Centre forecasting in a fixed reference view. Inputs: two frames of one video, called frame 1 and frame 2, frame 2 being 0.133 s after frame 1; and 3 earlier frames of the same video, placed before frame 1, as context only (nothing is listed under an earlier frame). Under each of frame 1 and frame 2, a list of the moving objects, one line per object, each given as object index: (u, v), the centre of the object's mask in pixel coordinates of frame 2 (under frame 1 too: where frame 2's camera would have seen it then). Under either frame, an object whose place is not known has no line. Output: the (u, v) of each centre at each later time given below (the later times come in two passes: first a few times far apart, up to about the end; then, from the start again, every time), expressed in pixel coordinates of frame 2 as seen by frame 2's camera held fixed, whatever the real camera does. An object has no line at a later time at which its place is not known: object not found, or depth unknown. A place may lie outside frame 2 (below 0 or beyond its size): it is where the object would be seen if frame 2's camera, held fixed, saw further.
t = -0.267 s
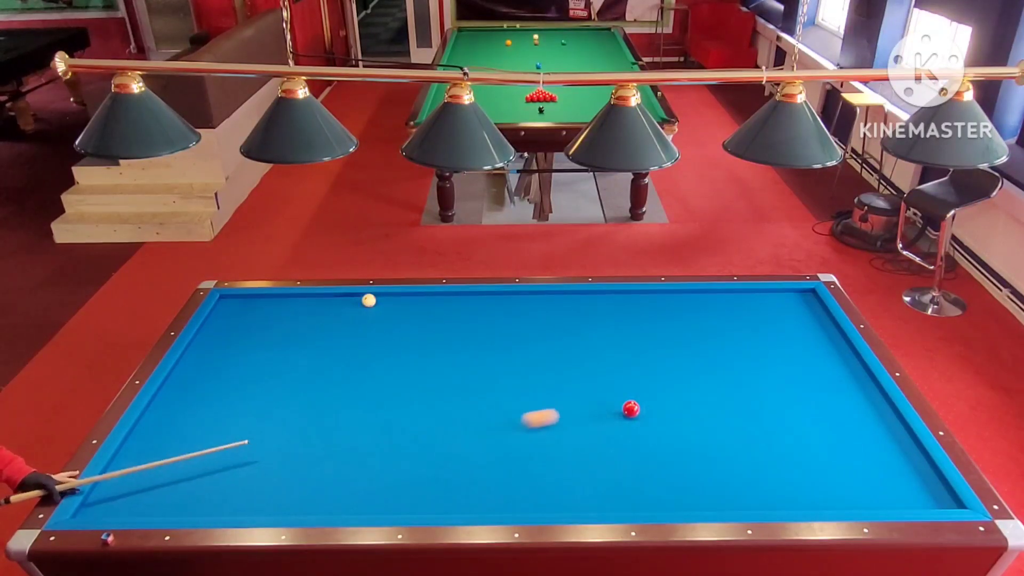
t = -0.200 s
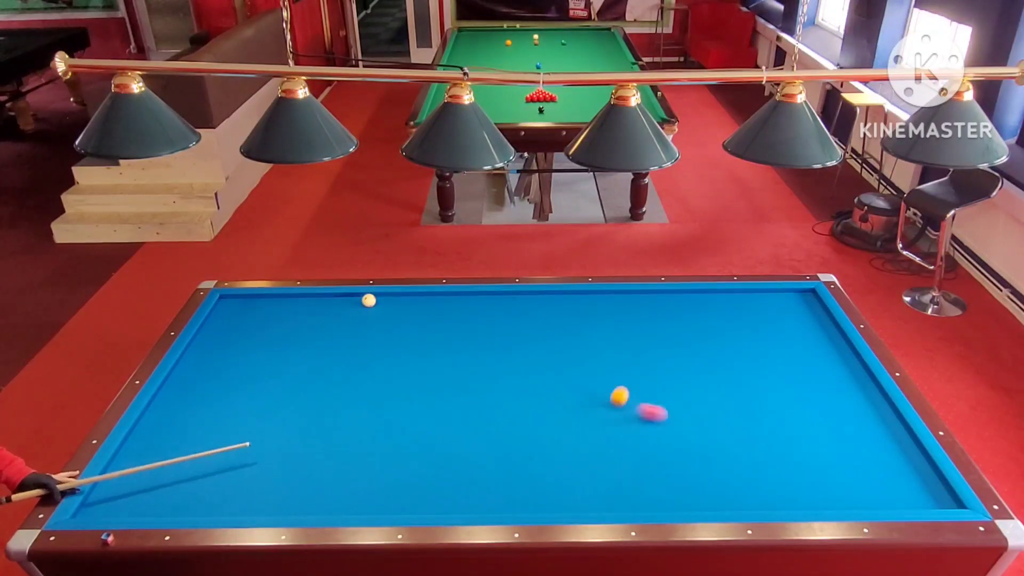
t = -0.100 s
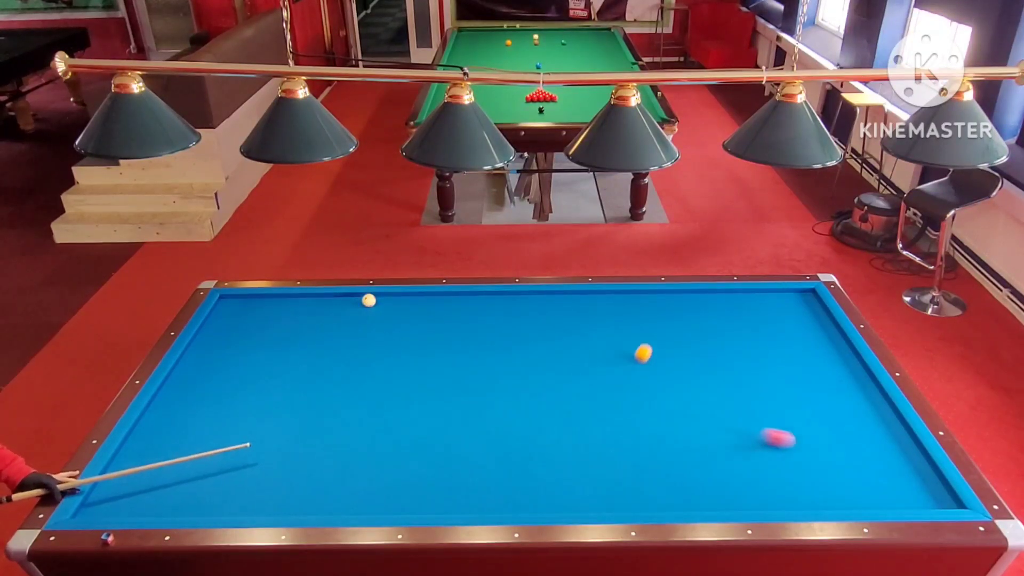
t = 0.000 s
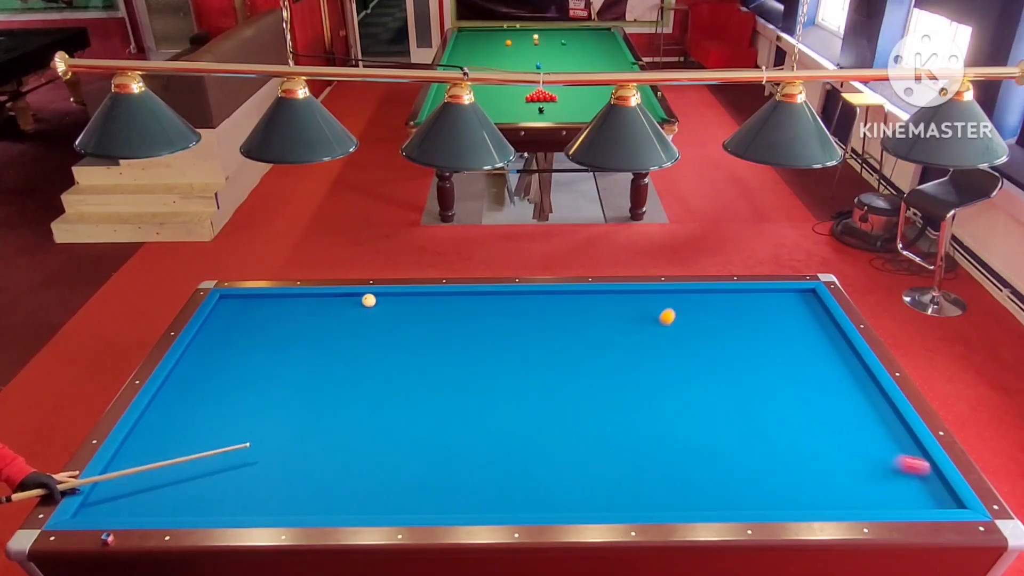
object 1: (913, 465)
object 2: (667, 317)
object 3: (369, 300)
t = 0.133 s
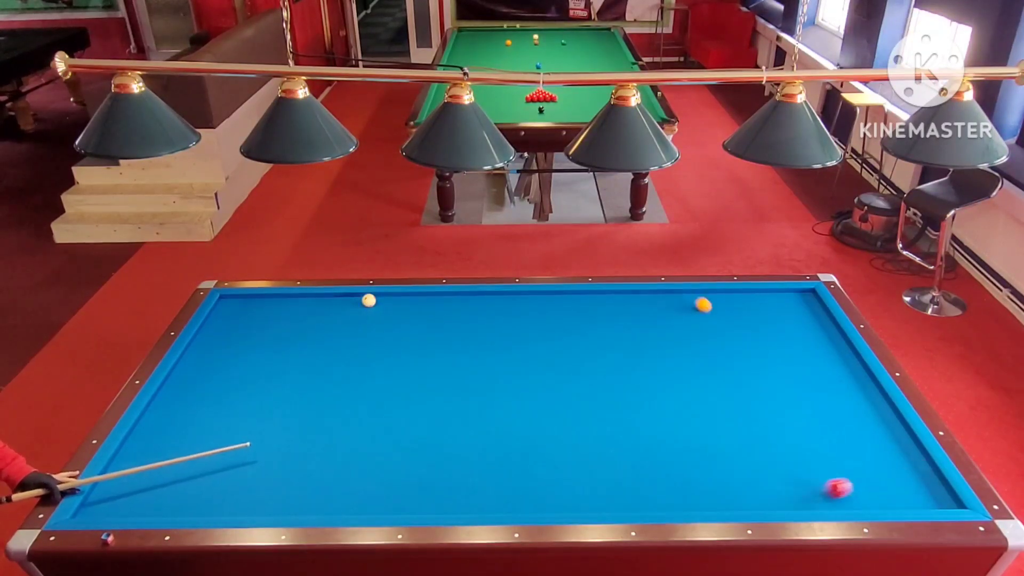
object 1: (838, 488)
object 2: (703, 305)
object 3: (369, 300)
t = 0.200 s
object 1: (783, 498)
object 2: (725, 322)
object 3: (369, 300)
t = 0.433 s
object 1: (605, 488)
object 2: (823, 382)
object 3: (369, 300)
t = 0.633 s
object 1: (482, 474)
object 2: (888, 433)
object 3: (369, 300)
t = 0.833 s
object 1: (367, 460)
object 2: (860, 482)
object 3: (369, 300)
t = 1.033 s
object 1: (259, 448)
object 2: (812, 484)
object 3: (369, 300)
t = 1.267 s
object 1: (141, 437)
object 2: (741, 453)
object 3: (369, 300)
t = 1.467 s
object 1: (222, 412)
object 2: (687, 429)
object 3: (369, 300)
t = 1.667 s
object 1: (292, 392)
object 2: (637, 408)
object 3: (369, 300)
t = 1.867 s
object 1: (352, 374)
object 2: (591, 389)
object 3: (369, 300)
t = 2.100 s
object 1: (415, 354)
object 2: (543, 368)
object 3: (369, 300)
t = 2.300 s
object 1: (465, 338)
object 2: (504, 351)
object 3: (369, 300)
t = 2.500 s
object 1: (512, 324)
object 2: (468, 336)
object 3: (369, 300)
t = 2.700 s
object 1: (556, 311)
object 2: (435, 322)
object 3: (369, 300)
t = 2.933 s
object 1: (604, 296)
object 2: (399, 307)
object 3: (369, 300)
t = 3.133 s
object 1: (642, 299)
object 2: (381, 298)
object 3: (360, 301)
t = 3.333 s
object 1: (679, 305)
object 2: (377, 306)
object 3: (343, 303)
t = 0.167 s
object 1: (810, 493)
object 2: (714, 313)
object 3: (369, 300)
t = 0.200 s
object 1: (783, 498)
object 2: (725, 322)
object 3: (369, 300)
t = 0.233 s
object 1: (756, 502)
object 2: (738, 330)
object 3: (369, 300)
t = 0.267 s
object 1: (728, 503)
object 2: (750, 339)
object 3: (369, 300)
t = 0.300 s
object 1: (702, 501)
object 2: (764, 347)
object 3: (369, 300)
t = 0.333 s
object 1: (677, 498)
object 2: (778, 356)
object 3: (369, 300)
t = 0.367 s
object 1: (652, 494)
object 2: (792, 365)
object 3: (369, 300)
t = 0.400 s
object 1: (629, 491)
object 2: (808, 373)
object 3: (369, 300)
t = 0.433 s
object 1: (605, 488)
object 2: (823, 382)
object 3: (369, 300)
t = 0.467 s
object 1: (583, 485)
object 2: (840, 391)
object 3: (369, 300)
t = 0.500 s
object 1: (562, 483)
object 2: (857, 400)
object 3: (369, 300)
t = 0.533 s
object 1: (541, 480)
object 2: (875, 409)
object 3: (369, 300)
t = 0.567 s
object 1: (521, 478)
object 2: (894, 417)
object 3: (369, 300)
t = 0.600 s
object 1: (501, 476)
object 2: (894, 425)
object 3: (369, 300)
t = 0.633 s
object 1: (482, 474)
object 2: (888, 433)
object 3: (369, 300)
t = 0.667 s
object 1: (462, 471)
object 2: (882, 441)
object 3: (369, 300)
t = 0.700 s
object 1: (443, 469)
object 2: (877, 448)
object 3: (369, 300)
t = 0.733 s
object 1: (424, 467)
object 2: (872, 457)
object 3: (369, 300)
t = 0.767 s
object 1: (405, 465)
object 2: (868, 465)
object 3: (369, 300)
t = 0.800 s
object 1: (386, 463)
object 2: (864, 473)
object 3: (369, 300)
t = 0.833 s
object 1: (367, 460)
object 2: (860, 482)
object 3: (369, 300)
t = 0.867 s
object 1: (349, 459)
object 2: (857, 491)
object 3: (369, 300)
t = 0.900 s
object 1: (331, 456)
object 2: (855, 499)
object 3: (369, 300)
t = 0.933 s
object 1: (312, 454)
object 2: (849, 502)
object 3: (369, 300)
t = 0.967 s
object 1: (295, 452)
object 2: (836, 497)
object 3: (369, 300)
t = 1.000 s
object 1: (277, 450)
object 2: (824, 490)
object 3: (369, 300)
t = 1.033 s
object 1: (259, 448)
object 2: (812, 484)
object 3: (369, 300)
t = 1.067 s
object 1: (242, 446)
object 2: (801, 479)
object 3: (369, 300)
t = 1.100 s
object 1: (225, 444)
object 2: (791, 474)
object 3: (369, 300)
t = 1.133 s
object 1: (207, 442)
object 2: (780, 469)
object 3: (369, 300)
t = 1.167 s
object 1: (190, 440)
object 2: (770, 465)
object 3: (369, 300)
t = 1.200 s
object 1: (174, 438)
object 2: (760, 461)
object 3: (369, 300)
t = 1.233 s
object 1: (157, 436)
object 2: (751, 457)
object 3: (369, 300)
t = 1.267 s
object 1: (141, 437)
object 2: (741, 453)
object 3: (369, 300)
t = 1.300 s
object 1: (145, 434)
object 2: (732, 449)
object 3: (369, 300)
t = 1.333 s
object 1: (161, 428)
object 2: (723, 445)
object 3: (369, 300)
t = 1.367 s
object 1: (177, 423)
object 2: (713, 441)
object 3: (369, 300)
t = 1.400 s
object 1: (193, 419)
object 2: (704, 437)
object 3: (369, 300)
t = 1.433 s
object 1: (208, 415)
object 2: (695, 433)
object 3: (369, 300)
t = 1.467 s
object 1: (222, 412)
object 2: (687, 429)
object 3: (369, 300)
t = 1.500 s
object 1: (235, 409)
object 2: (678, 426)
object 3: (369, 300)
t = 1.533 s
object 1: (248, 405)
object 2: (670, 422)
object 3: (369, 300)
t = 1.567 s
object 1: (261, 401)
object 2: (661, 419)
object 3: (369, 300)
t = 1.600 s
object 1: (272, 398)
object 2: (653, 415)
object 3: (369, 300)
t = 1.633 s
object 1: (282, 395)
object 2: (645, 412)
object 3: (369, 300)
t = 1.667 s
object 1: (292, 392)
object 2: (637, 408)
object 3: (369, 300)
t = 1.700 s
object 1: (303, 389)
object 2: (629, 405)
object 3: (369, 300)
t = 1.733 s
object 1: (313, 386)
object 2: (622, 402)
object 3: (369, 300)
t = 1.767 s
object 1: (322, 383)
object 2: (614, 398)
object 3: (369, 300)
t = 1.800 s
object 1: (332, 380)
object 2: (606, 395)
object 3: (369, 300)
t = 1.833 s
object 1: (342, 377)
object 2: (599, 392)
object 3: (369, 300)
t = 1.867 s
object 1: (352, 374)
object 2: (591, 389)
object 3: (369, 300)
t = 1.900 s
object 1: (361, 371)
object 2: (584, 386)
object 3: (369, 300)
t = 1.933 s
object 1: (370, 368)
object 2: (577, 383)
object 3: (369, 300)
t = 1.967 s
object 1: (379, 365)
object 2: (570, 380)
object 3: (369, 300)
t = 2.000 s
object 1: (388, 362)
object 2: (563, 377)
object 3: (369, 300)
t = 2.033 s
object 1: (397, 359)
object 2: (556, 374)
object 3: (369, 300)
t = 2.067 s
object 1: (406, 357)
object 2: (549, 371)
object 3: (369, 300)
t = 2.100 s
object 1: (415, 354)
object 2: (543, 368)
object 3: (369, 300)
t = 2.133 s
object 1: (423, 351)
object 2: (536, 365)
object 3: (369, 300)
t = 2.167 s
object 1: (432, 349)
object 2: (529, 362)
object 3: (369, 300)
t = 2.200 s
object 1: (440, 346)
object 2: (523, 359)
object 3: (369, 300)
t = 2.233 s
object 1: (448, 344)
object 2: (516, 357)
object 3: (369, 300)
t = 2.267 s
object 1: (457, 341)
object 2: (510, 354)
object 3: (369, 300)
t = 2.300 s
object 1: (465, 338)
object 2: (504, 351)
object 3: (369, 300)
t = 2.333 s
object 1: (473, 336)
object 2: (498, 349)
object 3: (369, 300)
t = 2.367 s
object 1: (481, 333)
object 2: (492, 346)
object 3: (369, 300)
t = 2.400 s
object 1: (489, 330)
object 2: (486, 343)
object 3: (369, 300)
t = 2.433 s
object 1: (497, 328)
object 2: (480, 341)
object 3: (369, 300)
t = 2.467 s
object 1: (505, 326)
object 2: (474, 339)
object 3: (369, 300)
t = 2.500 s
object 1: (512, 324)
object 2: (468, 336)
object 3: (369, 300)
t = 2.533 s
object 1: (519, 322)
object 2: (462, 334)
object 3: (369, 300)
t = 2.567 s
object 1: (527, 319)
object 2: (457, 331)
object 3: (369, 300)
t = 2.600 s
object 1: (534, 317)
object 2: (451, 329)
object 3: (369, 300)
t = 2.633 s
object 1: (542, 315)
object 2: (446, 327)
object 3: (369, 300)
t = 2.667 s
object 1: (549, 313)
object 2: (441, 324)
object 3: (369, 300)
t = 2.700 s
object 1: (556, 311)
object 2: (435, 322)
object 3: (369, 300)
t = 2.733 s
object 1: (563, 308)
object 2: (430, 320)
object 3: (369, 300)
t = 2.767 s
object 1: (570, 306)
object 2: (425, 317)
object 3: (369, 300)
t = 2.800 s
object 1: (577, 304)
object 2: (420, 315)
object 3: (369, 300)
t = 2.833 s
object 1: (584, 302)
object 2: (414, 313)
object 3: (369, 300)
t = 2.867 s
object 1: (591, 300)
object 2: (409, 311)
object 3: (369, 300)
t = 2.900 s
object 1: (597, 298)
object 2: (404, 309)
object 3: (369, 300)
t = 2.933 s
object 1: (604, 296)
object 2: (399, 307)
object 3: (369, 300)
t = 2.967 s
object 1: (610, 294)
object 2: (395, 305)
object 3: (369, 300)
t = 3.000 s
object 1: (617, 294)
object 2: (390, 302)
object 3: (369, 300)
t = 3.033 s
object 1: (623, 296)
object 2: (385, 300)
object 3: (369, 300)
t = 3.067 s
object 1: (629, 297)
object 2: (382, 298)
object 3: (367, 300)
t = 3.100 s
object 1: (635, 298)
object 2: (381, 296)
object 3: (363, 301)
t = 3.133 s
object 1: (642, 299)
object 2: (381, 298)
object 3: (360, 301)
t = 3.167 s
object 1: (648, 300)
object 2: (380, 300)
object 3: (357, 301)
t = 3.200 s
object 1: (654, 301)
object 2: (380, 301)
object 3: (354, 302)
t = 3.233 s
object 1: (660, 302)
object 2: (379, 303)
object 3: (351, 302)
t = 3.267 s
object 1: (667, 303)
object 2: (378, 304)
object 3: (349, 302)
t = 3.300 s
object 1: (673, 304)
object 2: (377, 305)
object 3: (346, 303)
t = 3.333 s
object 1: (679, 305)
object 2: (377, 306)
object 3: (343, 303)
